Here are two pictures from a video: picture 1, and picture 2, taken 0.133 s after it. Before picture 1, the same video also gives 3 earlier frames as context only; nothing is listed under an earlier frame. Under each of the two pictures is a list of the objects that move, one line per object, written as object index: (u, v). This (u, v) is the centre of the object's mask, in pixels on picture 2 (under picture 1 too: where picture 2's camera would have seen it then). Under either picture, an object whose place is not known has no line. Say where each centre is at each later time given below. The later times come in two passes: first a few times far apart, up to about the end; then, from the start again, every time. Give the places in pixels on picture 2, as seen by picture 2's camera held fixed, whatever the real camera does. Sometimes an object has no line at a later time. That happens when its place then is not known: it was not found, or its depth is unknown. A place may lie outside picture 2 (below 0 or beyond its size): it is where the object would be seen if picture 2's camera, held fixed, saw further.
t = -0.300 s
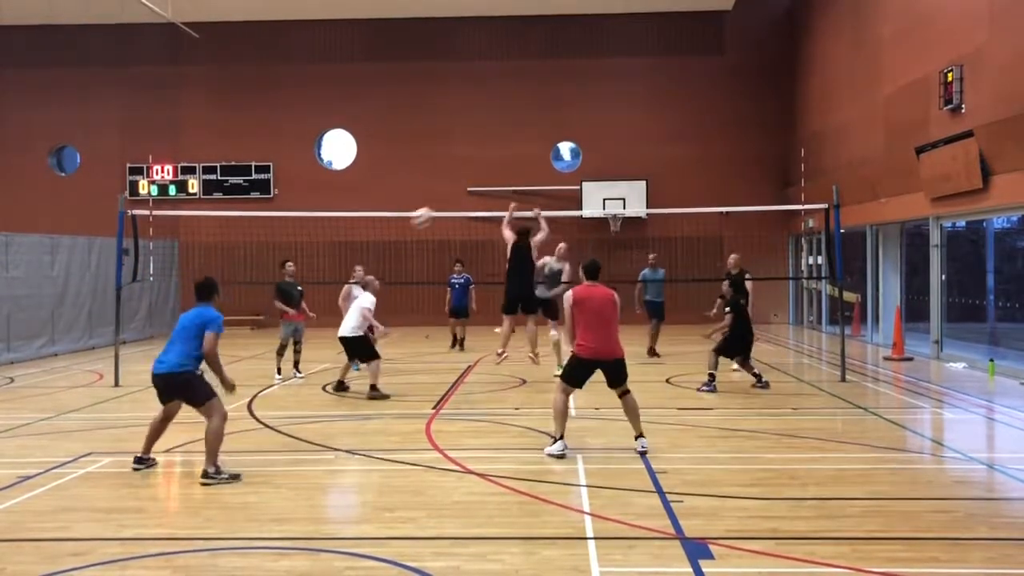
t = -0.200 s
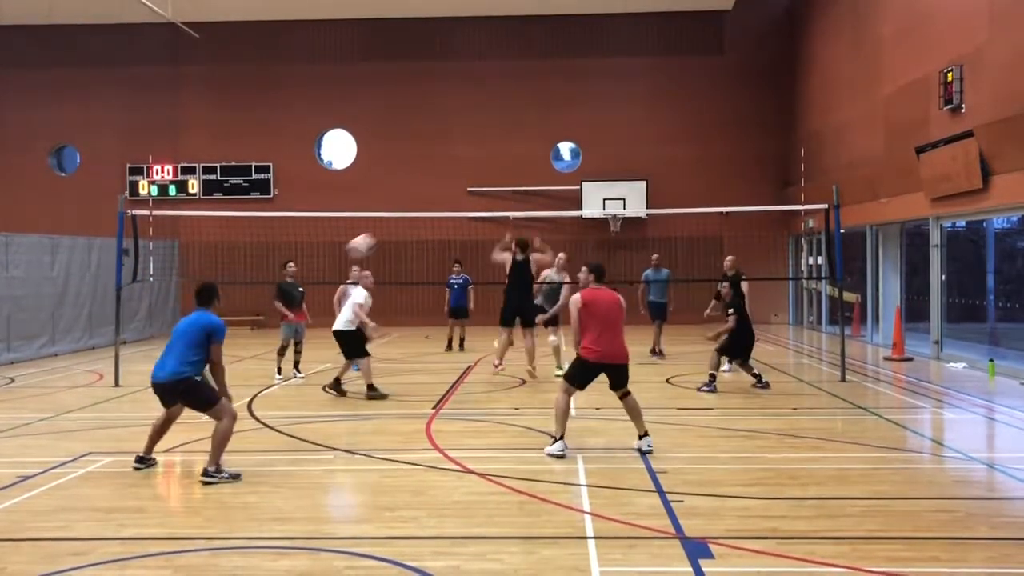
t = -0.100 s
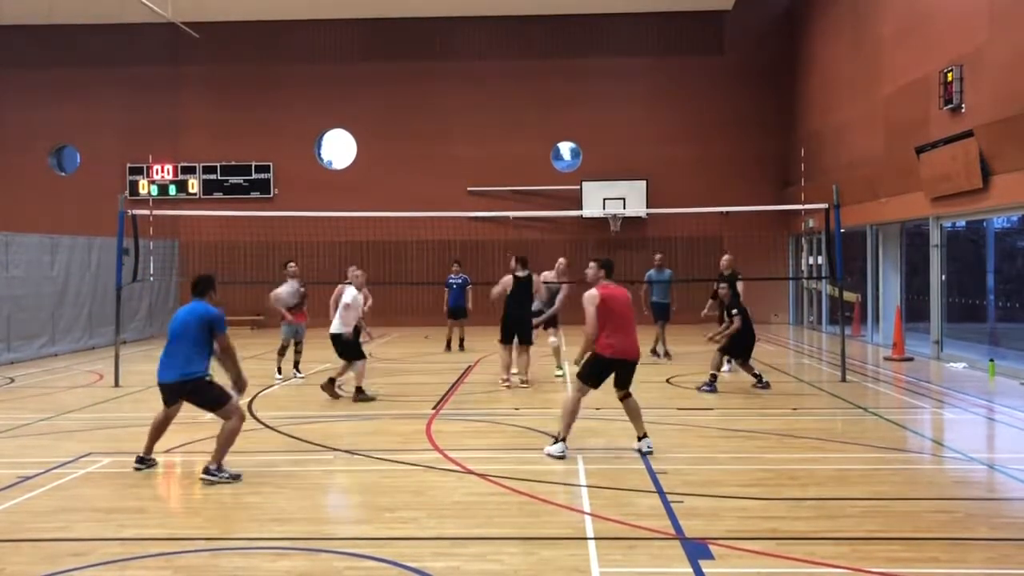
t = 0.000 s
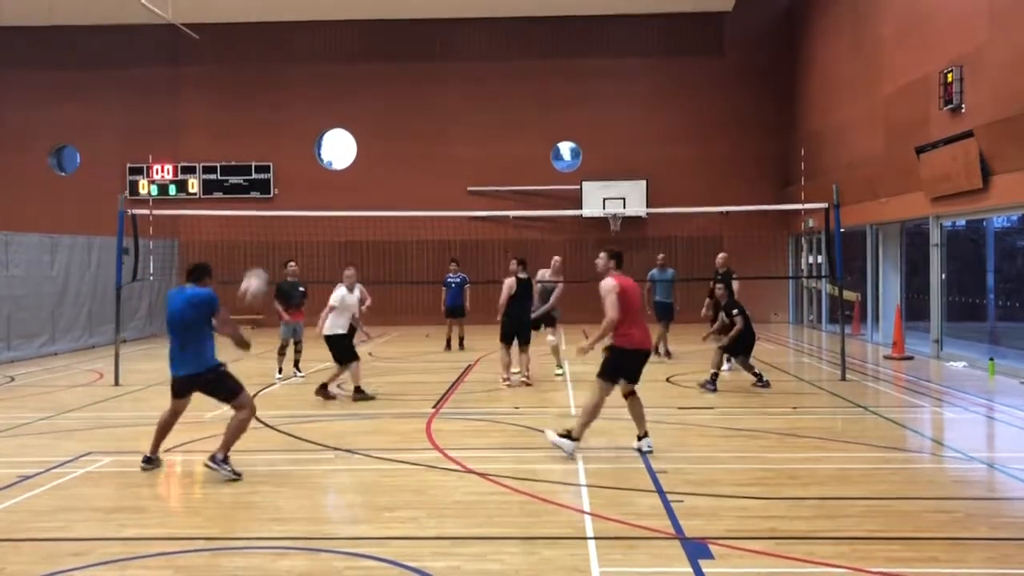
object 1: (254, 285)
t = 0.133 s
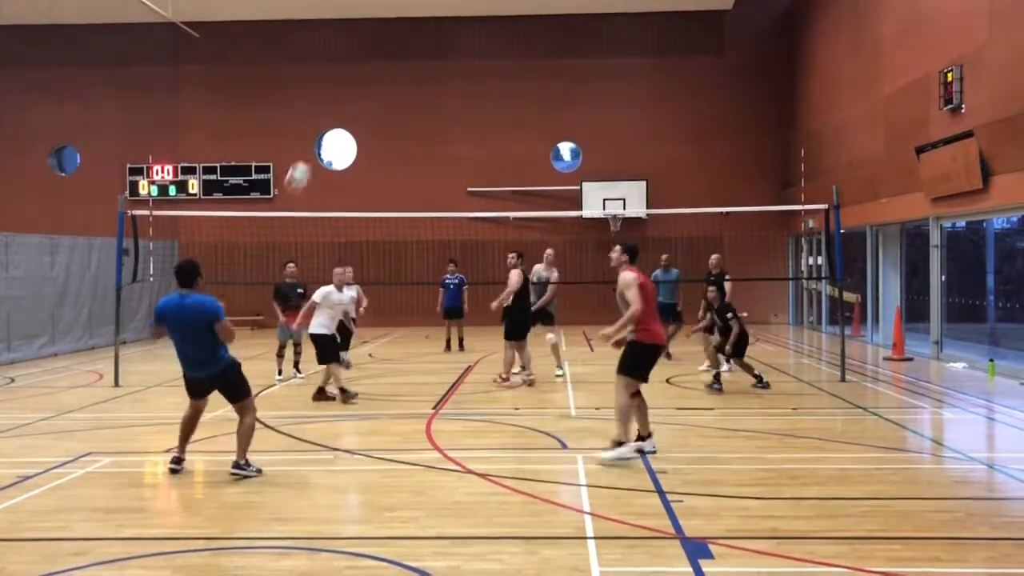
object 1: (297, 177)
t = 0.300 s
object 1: (348, 86)
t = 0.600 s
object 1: (416, 15)
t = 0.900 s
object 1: (470, 29)
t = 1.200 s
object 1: (512, 109)
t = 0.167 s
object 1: (308, 155)
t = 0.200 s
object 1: (318, 133)
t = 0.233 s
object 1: (329, 117)
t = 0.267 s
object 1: (339, 100)
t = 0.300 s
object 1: (348, 86)
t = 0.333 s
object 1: (357, 73)
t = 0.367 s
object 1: (365, 61)
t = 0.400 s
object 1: (373, 51)
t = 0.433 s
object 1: (381, 41)
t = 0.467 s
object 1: (388, 34)
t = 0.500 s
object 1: (395, 27)
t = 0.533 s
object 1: (402, 22)
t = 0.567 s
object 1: (409, 19)
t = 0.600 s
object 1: (416, 15)
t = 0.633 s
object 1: (423, 13)
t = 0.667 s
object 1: (430, 11)
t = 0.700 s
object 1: (436, 12)
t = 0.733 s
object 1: (441, 11)
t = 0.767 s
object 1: (447, 15)
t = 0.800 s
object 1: (453, 16)
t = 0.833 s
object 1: (458, 21)
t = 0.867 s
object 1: (464, 25)
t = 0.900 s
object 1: (470, 29)
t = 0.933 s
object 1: (475, 36)
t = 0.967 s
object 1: (479, 43)
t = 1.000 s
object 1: (485, 50)
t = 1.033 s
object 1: (490, 59)
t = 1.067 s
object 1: (494, 67)
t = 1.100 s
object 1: (498, 76)
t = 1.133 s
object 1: (503, 87)
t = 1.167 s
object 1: (507, 96)
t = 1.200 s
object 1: (512, 109)
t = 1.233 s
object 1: (516, 119)
